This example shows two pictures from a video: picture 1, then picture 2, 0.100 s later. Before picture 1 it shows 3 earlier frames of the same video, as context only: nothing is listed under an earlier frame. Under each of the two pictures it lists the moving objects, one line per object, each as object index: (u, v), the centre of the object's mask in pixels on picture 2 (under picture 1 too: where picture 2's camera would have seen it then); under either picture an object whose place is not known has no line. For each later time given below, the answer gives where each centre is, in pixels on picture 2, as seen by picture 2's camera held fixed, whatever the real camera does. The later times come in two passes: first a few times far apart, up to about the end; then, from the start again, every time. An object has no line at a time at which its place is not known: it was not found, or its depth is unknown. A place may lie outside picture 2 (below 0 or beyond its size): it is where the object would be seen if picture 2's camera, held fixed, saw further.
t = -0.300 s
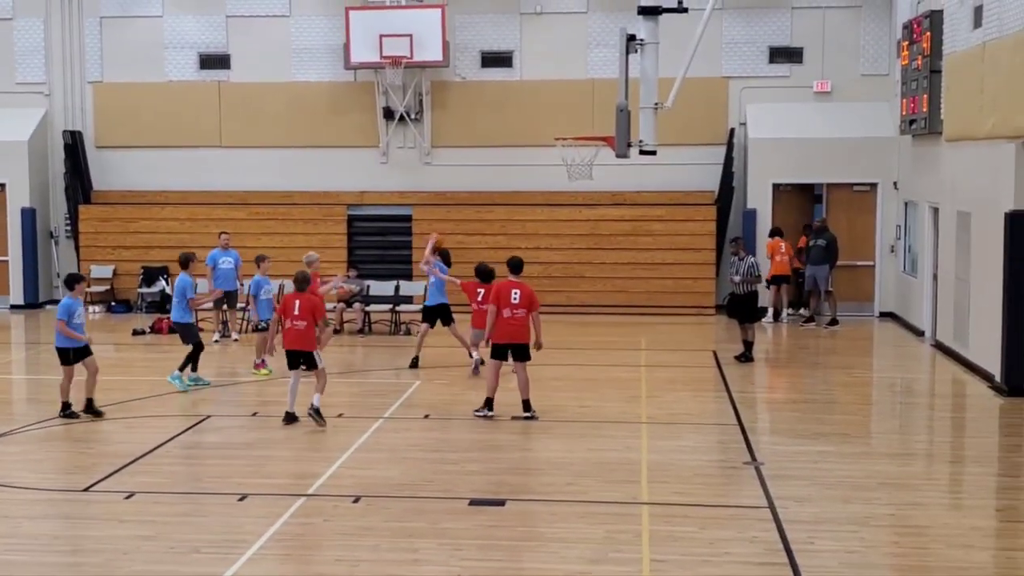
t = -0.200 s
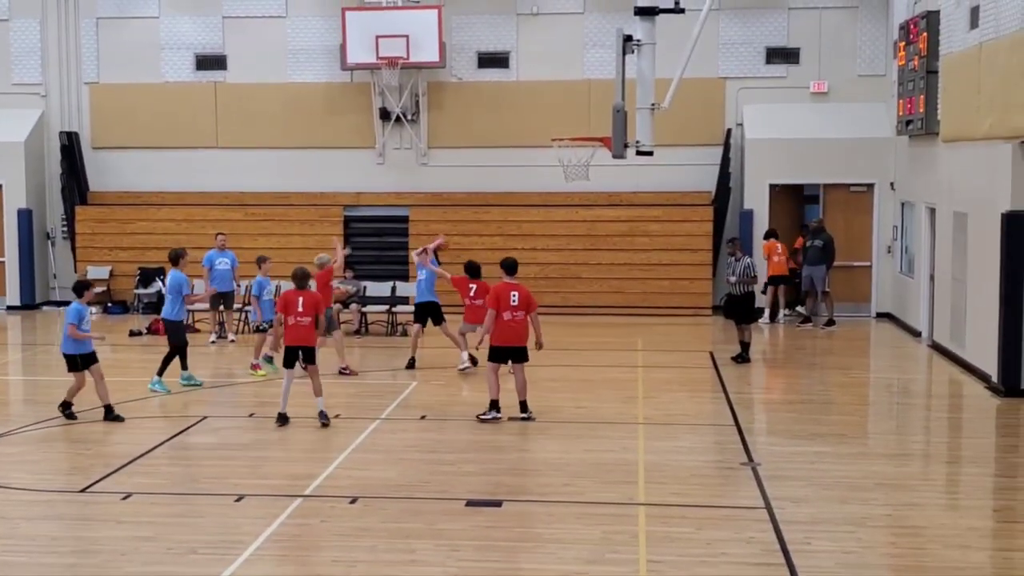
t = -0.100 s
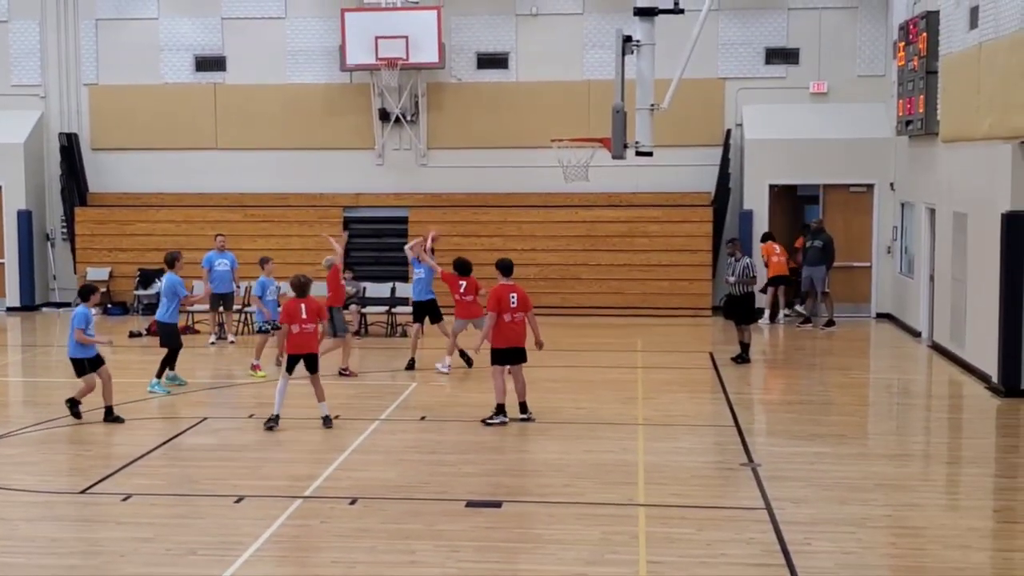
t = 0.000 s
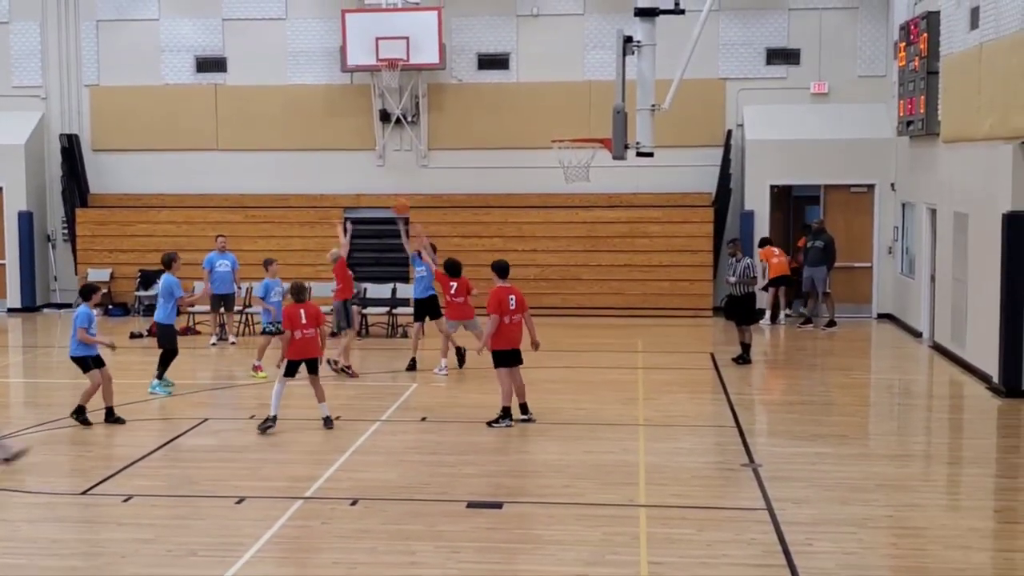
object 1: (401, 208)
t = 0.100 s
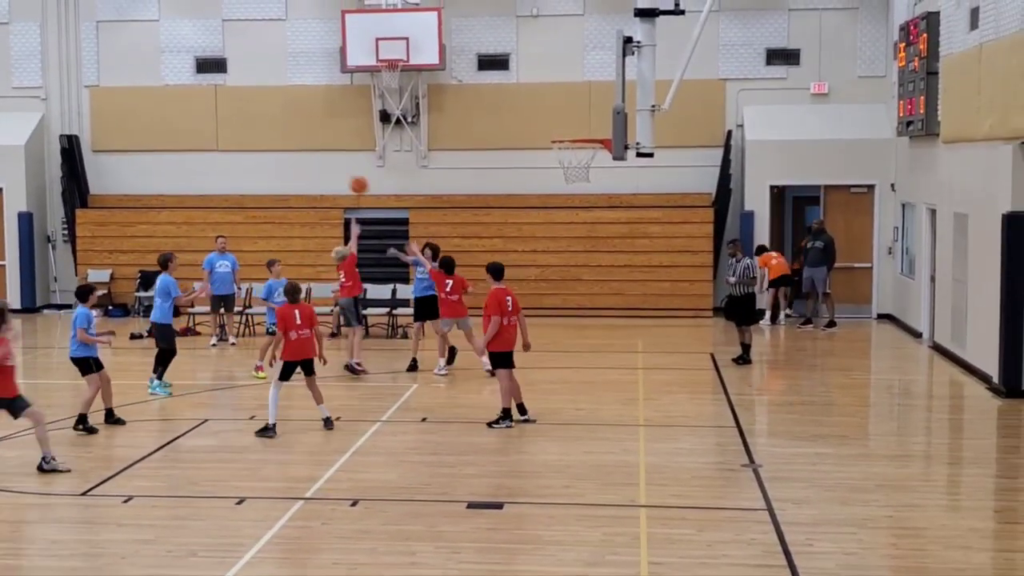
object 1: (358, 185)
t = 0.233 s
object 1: (299, 164)
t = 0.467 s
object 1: (183, 160)
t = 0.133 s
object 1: (344, 178)
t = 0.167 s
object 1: (329, 173)
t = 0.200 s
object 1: (315, 168)
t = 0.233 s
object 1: (299, 164)
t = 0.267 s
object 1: (283, 161)
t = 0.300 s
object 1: (267, 159)
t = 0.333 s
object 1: (251, 157)
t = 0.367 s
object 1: (234, 157)
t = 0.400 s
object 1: (218, 156)
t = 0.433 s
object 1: (201, 158)
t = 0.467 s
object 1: (183, 160)
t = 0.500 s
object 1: (165, 163)
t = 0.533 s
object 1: (146, 168)
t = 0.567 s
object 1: (128, 173)
